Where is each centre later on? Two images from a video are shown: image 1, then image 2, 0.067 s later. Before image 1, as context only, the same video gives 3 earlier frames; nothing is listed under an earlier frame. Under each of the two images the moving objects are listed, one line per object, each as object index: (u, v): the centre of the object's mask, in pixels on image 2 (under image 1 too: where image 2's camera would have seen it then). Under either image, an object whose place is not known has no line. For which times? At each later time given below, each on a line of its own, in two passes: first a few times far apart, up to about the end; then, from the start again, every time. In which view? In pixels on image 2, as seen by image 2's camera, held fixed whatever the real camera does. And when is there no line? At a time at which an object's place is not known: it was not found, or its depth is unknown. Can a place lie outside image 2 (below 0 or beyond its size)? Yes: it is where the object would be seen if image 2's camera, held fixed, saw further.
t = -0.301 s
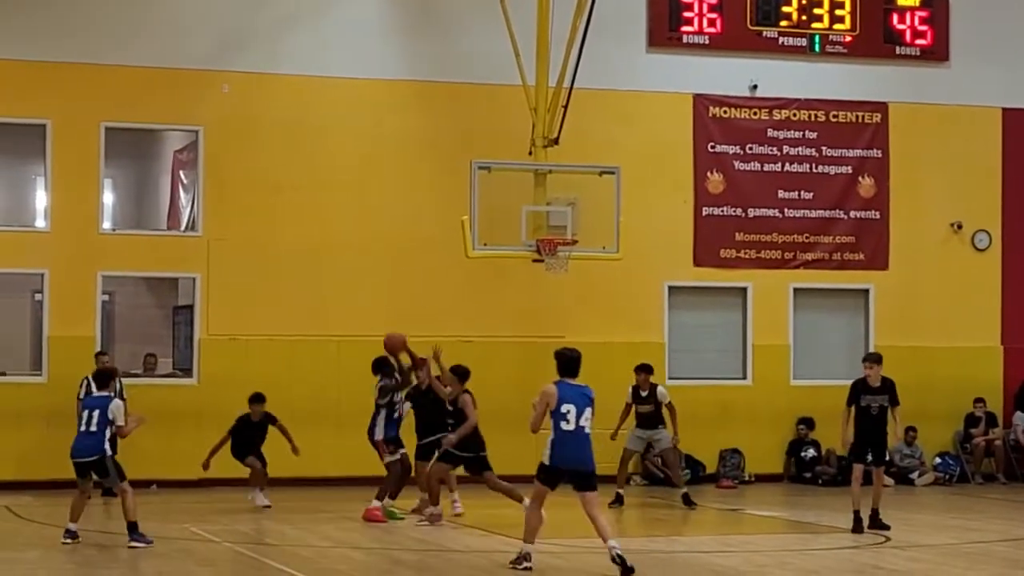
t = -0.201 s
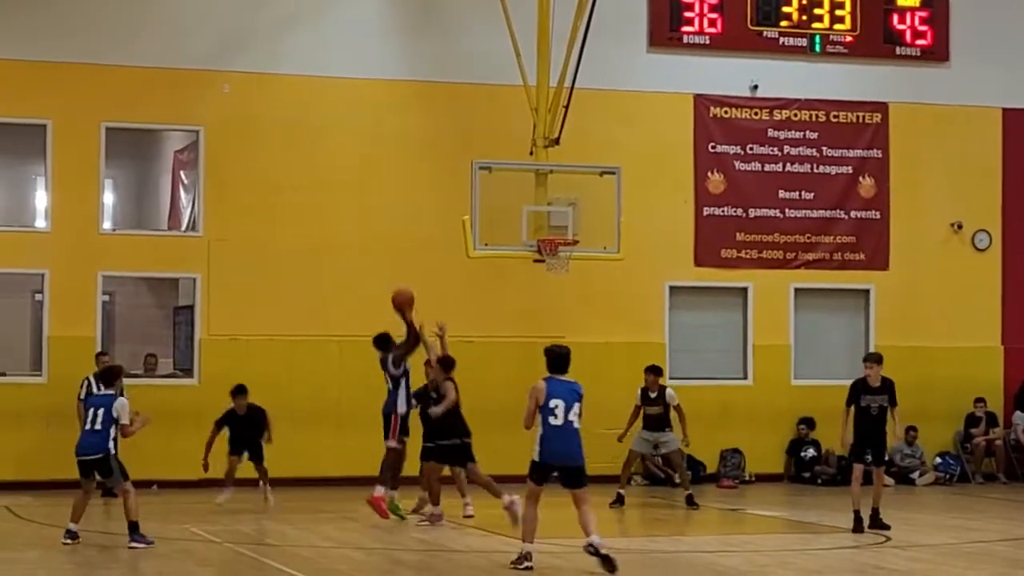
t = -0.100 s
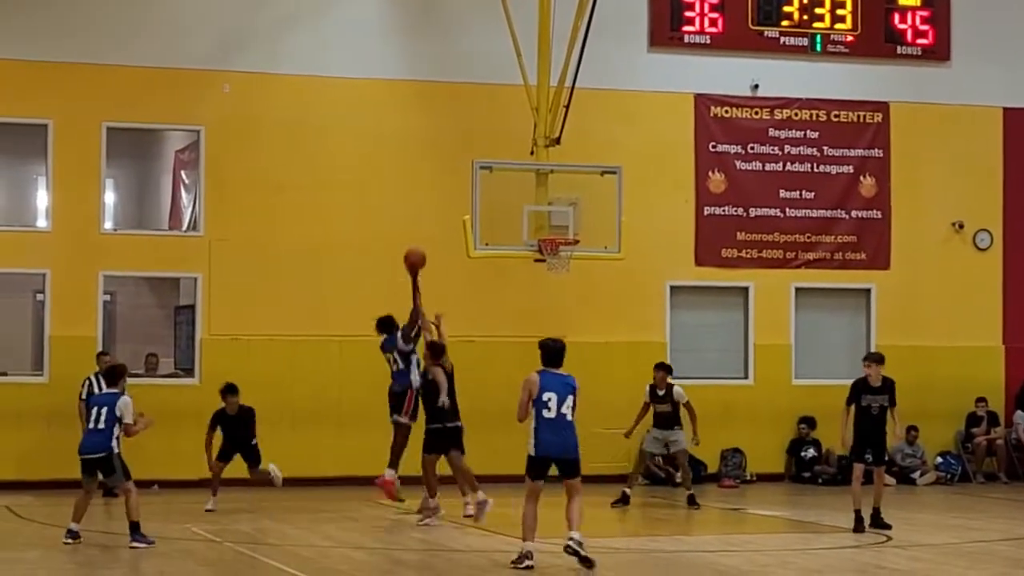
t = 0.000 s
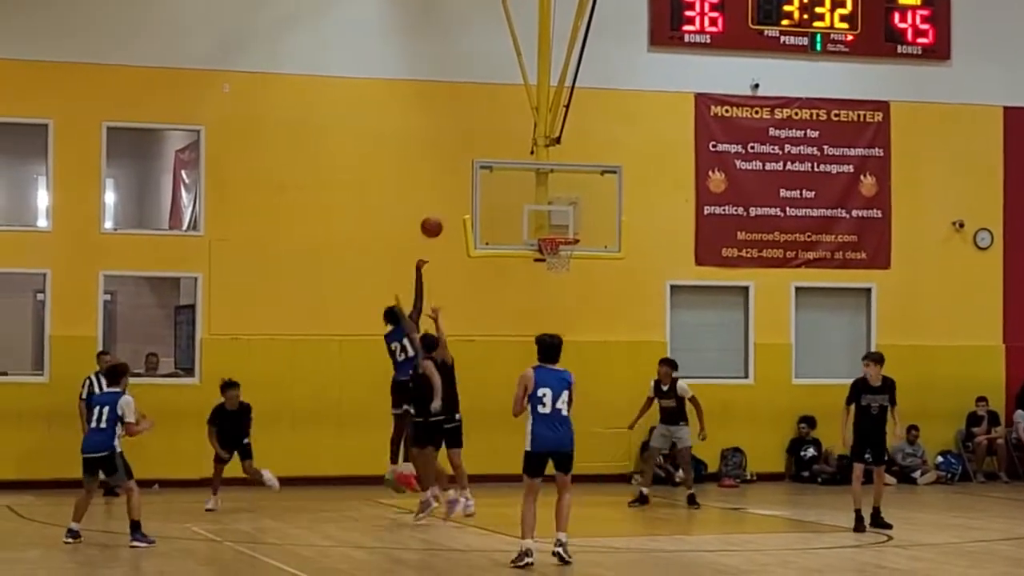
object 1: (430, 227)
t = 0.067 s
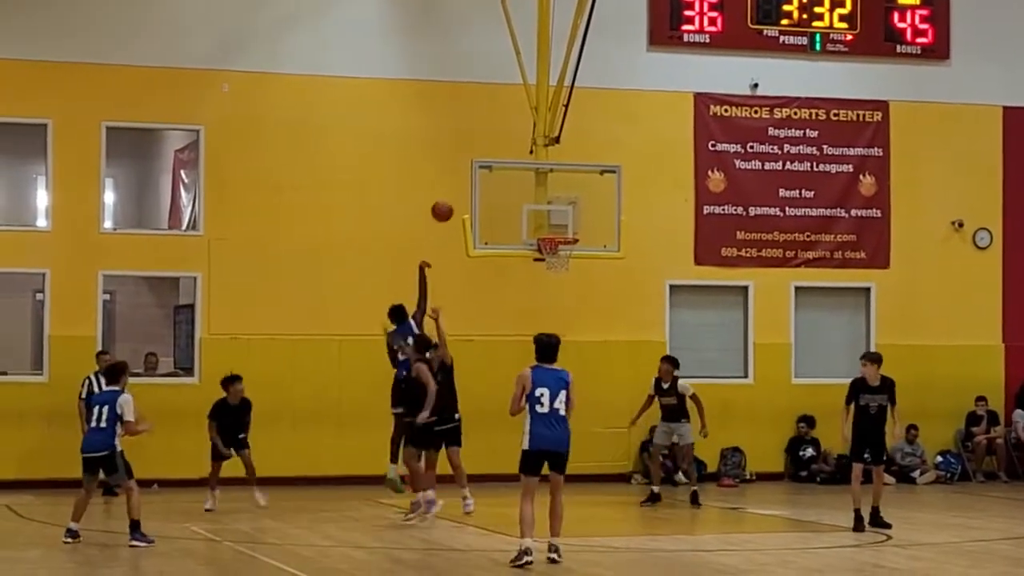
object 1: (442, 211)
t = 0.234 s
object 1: (469, 191)
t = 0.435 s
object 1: (500, 199)
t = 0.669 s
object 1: (524, 247)
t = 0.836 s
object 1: (496, 296)
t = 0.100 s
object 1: (447, 205)
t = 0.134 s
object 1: (453, 200)
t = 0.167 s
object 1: (458, 196)
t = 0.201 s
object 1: (463, 193)
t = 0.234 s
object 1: (469, 191)
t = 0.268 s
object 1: (474, 190)
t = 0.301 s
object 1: (479, 190)
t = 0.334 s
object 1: (484, 191)
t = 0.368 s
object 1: (490, 192)
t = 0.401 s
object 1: (495, 196)
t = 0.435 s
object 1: (500, 199)
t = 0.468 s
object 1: (504, 204)
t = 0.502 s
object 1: (510, 210)
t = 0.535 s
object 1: (514, 216)
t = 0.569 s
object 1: (519, 223)
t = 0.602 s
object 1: (523, 231)
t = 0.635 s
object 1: (528, 240)
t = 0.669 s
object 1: (524, 247)
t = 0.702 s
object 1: (518, 255)
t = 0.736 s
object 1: (513, 265)
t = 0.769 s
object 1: (507, 274)
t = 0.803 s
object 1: (501, 285)
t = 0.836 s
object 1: (496, 296)
